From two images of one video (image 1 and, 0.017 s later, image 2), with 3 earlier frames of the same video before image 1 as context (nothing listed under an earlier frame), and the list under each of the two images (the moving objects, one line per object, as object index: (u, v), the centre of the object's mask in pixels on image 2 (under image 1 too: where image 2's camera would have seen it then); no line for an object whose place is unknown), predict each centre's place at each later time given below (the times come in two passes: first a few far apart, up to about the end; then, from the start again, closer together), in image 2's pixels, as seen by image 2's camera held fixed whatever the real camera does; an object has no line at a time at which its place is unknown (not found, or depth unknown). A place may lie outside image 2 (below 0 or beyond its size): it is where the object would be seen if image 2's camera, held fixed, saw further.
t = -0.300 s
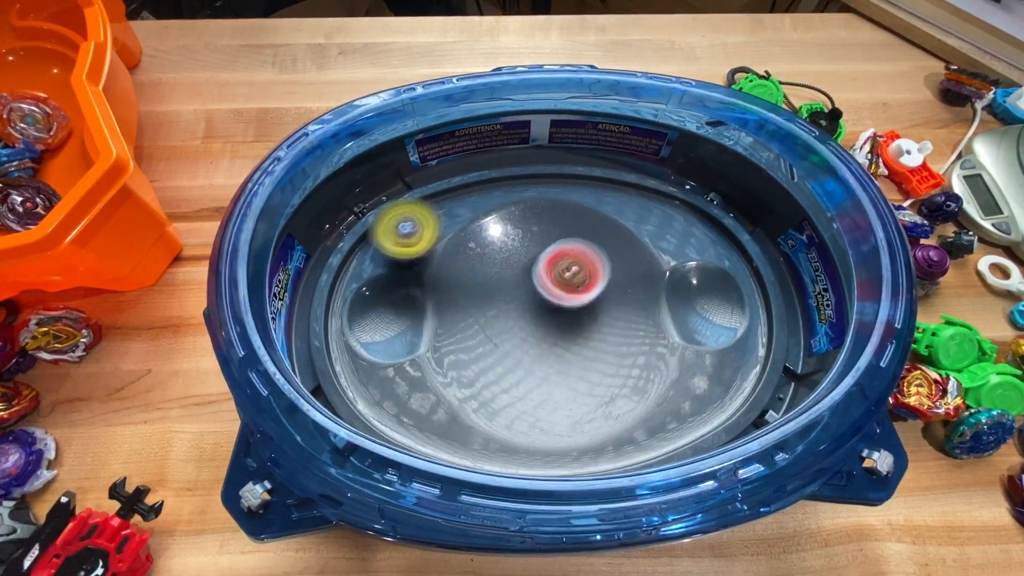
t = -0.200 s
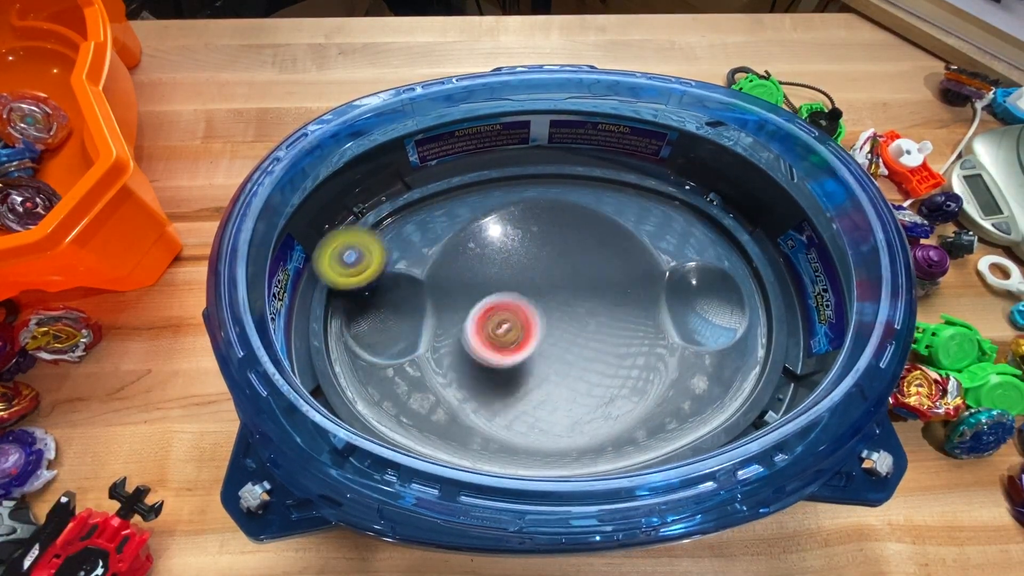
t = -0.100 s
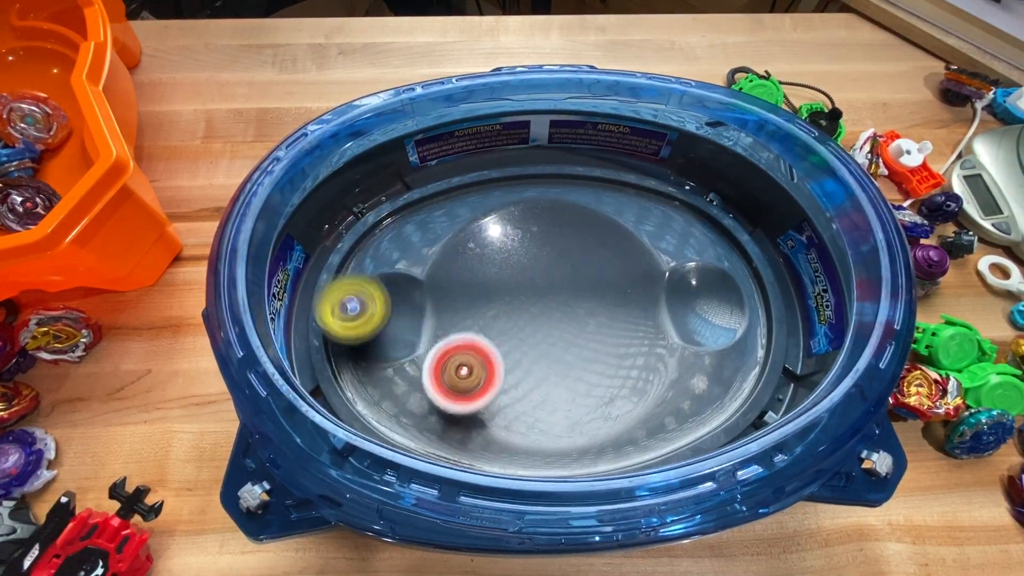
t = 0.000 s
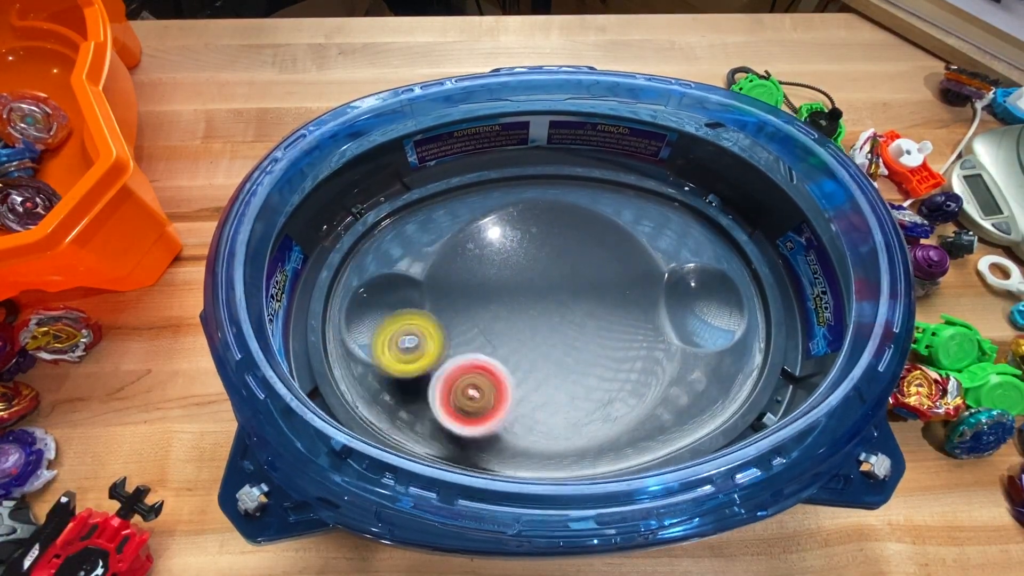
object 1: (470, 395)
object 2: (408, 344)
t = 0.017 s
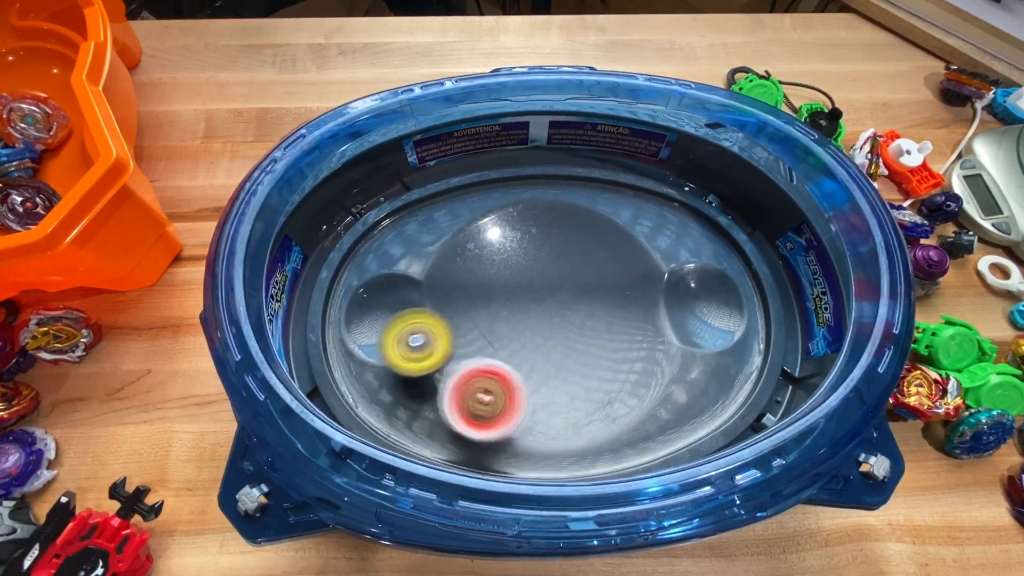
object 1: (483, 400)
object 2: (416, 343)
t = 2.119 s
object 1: (756, 331)
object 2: (576, 312)
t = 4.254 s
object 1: (539, 343)
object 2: (611, 263)
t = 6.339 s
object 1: (528, 281)
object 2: (538, 343)
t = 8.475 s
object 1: (575, 348)
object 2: (513, 291)
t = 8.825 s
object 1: (529, 328)
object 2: (528, 278)
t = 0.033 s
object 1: (497, 404)
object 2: (424, 341)
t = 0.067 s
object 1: (527, 408)
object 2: (443, 339)
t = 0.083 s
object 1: (542, 407)
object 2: (453, 338)
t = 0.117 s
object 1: (575, 400)
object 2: (476, 336)
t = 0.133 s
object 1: (591, 394)
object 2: (488, 335)
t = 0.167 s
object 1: (617, 377)
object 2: (513, 331)
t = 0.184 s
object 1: (629, 365)
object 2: (526, 329)
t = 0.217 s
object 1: (647, 341)
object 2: (550, 323)
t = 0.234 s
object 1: (654, 328)
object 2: (562, 319)
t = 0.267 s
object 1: (661, 302)
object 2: (583, 310)
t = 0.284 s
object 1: (662, 289)
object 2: (591, 305)
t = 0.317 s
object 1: (661, 264)
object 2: (605, 295)
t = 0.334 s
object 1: (660, 250)
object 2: (611, 290)
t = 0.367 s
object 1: (654, 226)
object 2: (617, 279)
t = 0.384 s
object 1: (650, 216)
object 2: (618, 274)
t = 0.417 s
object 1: (640, 196)
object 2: (618, 264)
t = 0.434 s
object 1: (634, 188)
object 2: (616, 259)
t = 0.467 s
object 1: (622, 173)
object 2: (610, 251)
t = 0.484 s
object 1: (616, 165)
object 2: (605, 248)
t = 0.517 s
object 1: (600, 163)
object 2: (595, 242)
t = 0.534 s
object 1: (592, 167)
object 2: (588, 239)
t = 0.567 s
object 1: (574, 171)
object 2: (574, 237)
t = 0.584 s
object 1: (566, 172)
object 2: (567, 236)
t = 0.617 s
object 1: (552, 172)
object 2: (549, 241)
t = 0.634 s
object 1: (544, 175)
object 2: (541, 243)
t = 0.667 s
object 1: (531, 176)
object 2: (524, 249)
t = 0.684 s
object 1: (523, 177)
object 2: (516, 252)
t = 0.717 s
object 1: (510, 180)
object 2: (504, 260)
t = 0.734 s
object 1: (502, 181)
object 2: (499, 265)
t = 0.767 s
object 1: (488, 184)
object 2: (491, 276)
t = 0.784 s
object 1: (480, 184)
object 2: (489, 282)
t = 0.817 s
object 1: (467, 185)
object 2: (489, 295)
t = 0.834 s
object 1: (460, 186)
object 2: (490, 301)
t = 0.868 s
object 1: (446, 187)
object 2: (495, 315)
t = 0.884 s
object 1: (439, 188)
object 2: (500, 322)
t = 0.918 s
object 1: (425, 192)
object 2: (511, 334)
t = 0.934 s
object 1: (418, 194)
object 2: (517, 339)
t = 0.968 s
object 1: (405, 200)
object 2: (533, 348)
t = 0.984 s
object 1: (399, 204)
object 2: (541, 351)
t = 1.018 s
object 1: (386, 213)
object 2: (558, 354)
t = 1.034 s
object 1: (381, 218)
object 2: (567, 355)
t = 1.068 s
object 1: (371, 227)
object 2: (584, 352)
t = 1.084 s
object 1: (366, 232)
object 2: (592, 350)
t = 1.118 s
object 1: (361, 240)
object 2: (606, 342)
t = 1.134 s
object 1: (359, 244)
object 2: (611, 337)
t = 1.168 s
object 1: (358, 252)
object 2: (621, 325)
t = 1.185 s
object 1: (359, 256)
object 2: (624, 318)
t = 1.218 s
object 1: (362, 263)
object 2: (627, 305)
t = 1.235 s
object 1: (364, 268)
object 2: (627, 298)
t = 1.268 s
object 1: (371, 282)
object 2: (625, 284)
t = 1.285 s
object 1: (374, 290)
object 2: (622, 278)
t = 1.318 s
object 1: (384, 309)
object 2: (615, 266)
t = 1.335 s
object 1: (388, 317)
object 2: (610, 261)
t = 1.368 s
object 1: (397, 328)
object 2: (598, 253)
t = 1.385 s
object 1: (402, 332)
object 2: (591, 250)
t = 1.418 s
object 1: (411, 337)
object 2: (576, 246)
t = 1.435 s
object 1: (416, 339)
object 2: (568, 245)
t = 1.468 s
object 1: (430, 342)
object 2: (552, 246)
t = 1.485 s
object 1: (439, 344)
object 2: (544, 248)
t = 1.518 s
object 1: (461, 346)
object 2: (529, 255)
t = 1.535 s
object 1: (474, 345)
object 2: (522, 259)
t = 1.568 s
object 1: (501, 345)
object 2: (509, 269)
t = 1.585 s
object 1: (515, 347)
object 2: (505, 274)
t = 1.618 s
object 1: (539, 373)
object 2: (503, 263)
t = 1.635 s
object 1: (552, 385)
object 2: (502, 255)
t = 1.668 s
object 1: (581, 408)
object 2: (500, 245)
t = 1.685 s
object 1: (597, 415)
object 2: (501, 242)
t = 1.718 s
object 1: (622, 425)
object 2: (502, 239)
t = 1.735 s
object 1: (636, 429)
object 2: (503, 239)
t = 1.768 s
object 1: (658, 432)
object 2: (505, 241)
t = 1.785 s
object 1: (668, 433)
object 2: (507, 243)
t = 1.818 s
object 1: (687, 429)
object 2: (511, 250)
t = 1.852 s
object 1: (702, 421)
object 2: (514, 257)
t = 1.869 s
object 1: (710, 415)
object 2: (517, 263)
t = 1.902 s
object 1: (723, 401)
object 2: (521, 271)
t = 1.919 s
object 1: (729, 395)
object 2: (525, 276)
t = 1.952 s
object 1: (740, 382)
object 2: (531, 284)
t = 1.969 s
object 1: (744, 375)
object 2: (536, 288)
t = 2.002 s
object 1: (751, 364)
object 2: (544, 296)
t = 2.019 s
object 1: (754, 359)
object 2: (548, 298)
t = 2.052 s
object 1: (757, 350)
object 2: (558, 305)
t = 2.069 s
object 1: (757, 345)
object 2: (562, 307)
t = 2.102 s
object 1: (757, 336)
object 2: (573, 311)
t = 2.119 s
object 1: (756, 331)
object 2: (576, 312)
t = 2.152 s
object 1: (752, 322)
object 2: (586, 314)
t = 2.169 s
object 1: (748, 317)
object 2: (589, 315)
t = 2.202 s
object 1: (737, 305)
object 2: (596, 314)
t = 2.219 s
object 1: (730, 297)
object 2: (600, 314)
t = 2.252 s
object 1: (716, 282)
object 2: (605, 312)
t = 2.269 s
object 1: (708, 276)
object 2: (608, 311)
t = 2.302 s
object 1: (694, 265)
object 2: (611, 309)
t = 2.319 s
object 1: (688, 261)
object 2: (613, 308)
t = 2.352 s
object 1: (675, 258)
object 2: (613, 306)
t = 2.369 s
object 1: (670, 259)
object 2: (613, 304)
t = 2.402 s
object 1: (663, 259)
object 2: (604, 304)
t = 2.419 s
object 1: (658, 259)
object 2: (598, 304)
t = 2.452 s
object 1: (646, 260)
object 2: (586, 305)
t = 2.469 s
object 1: (638, 261)
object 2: (580, 306)
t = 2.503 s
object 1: (637, 260)
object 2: (554, 309)
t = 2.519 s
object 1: (638, 258)
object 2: (539, 311)
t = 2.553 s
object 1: (635, 259)
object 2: (513, 316)
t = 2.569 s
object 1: (632, 260)
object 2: (501, 319)
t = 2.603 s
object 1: (624, 263)
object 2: (480, 325)
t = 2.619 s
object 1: (619, 265)
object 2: (471, 327)
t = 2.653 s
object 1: (606, 270)
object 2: (457, 333)
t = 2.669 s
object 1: (599, 274)
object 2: (450, 337)
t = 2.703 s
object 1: (584, 281)
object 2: (443, 343)
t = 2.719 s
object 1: (576, 285)
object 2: (440, 347)
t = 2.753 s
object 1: (560, 293)
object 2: (439, 353)
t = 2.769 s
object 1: (552, 297)
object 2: (441, 355)
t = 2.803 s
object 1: (537, 305)
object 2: (447, 359)
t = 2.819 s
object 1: (531, 310)
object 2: (451, 361)
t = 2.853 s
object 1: (518, 317)
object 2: (462, 363)
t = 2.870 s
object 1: (515, 320)
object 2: (468, 363)
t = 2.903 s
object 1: (525, 313)
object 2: (463, 373)
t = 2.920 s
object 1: (535, 307)
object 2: (458, 379)
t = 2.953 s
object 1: (555, 298)
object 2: (452, 388)
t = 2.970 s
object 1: (564, 293)
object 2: (448, 392)
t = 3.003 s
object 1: (581, 286)
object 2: (441, 397)
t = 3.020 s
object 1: (588, 283)
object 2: (439, 401)
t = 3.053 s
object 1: (601, 280)
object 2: (431, 404)
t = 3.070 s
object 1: (605, 278)
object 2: (427, 406)
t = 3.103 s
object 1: (609, 277)
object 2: (419, 407)
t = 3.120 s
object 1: (609, 277)
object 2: (414, 406)
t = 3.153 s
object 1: (608, 276)
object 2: (405, 404)
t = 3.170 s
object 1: (606, 276)
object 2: (402, 402)
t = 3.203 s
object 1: (600, 277)
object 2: (394, 396)
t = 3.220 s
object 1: (596, 279)
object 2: (390, 393)
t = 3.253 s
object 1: (589, 285)
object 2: (386, 385)
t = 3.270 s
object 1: (585, 288)
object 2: (383, 379)
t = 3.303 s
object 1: (577, 296)
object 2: (380, 369)
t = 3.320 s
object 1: (573, 300)
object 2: (379, 363)
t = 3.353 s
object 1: (566, 309)
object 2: (377, 351)
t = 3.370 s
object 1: (562, 314)
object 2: (376, 345)
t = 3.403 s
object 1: (556, 323)
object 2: (379, 332)
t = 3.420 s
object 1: (553, 327)
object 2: (382, 324)
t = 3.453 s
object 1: (548, 334)
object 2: (391, 309)
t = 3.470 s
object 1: (545, 337)
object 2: (395, 302)
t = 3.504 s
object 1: (541, 343)
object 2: (400, 288)
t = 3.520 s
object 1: (539, 345)
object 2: (401, 282)
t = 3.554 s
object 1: (538, 348)
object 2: (403, 272)
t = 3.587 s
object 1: (537, 349)
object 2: (402, 264)
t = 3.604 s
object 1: (537, 350)
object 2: (401, 261)
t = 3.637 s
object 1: (538, 350)
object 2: (403, 255)
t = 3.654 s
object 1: (539, 349)
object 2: (406, 249)
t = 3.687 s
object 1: (541, 347)
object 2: (416, 240)
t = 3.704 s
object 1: (542, 345)
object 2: (419, 238)
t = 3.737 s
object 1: (544, 342)
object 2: (428, 232)
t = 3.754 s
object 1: (545, 340)
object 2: (434, 229)
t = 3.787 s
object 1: (547, 336)
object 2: (445, 224)
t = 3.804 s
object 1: (547, 334)
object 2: (451, 224)
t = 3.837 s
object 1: (548, 329)
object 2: (463, 223)
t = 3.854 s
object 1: (548, 326)
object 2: (470, 225)
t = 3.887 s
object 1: (547, 321)
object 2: (485, 232)
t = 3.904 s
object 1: (546, 318)
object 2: (491, 237)
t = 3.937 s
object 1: (545, 314)
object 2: (506, 248)
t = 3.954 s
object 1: (544, 312)
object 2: (515, 253)
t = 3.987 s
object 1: (546, 326)
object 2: (532, 248)
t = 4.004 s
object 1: (547, 334)
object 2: (540, 245)
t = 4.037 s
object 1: (547, 349)
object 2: (552, 241)
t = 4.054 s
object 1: (547, 355)
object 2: (559, 240)
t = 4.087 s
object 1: (547, 363)
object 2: (571, 239)
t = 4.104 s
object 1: (547, 366)
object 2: (577, 240)
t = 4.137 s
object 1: (545, 366)
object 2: (588, 242)
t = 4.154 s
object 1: (545, 366)
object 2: (592, 244)
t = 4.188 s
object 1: (544, 360)
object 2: (600, 249)
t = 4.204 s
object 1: (543, 357)
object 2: (603, 251)
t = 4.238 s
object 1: (541, 348)
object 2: (608, 259)
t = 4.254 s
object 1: (539, 343)
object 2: (611, 263)
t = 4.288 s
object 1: (538, 333)
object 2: (613, 272)
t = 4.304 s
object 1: (536, 327)
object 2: (613, 277)
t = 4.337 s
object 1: (535, 317)
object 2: (613, 286)
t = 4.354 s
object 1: (534, 311)
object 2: (613, 291)
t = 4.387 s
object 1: (533, 302)
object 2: (610, 301)
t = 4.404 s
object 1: (532, 298)
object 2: (608, 306)
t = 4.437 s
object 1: (532, 291)
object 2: (604, 314)
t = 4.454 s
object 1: (533, 287)
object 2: (601, 319)
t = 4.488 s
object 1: (532, 282)
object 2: (596, 326)
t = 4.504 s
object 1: (533, 280)
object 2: (593, 330)
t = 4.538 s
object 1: (533, 277)
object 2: (587, 337)
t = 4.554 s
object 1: (534, 276)
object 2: (583, 339)
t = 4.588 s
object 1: (535, 275)
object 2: (577, 344)
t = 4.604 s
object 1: (535, 275)
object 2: (574, 346)
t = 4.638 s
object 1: (536, 276)
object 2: (568, 348)
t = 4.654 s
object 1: (537, 277)
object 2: (565, 349)
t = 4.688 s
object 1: (539, 279)
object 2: (560, 349)
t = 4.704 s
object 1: (540, 280)
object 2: (558, 349)
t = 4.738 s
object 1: (543, 280)
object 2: (551, 354)
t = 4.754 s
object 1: (544, 277)
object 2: (550, 357)
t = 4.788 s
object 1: (547, 272)
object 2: (548, 367)
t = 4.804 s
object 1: (548, 269)
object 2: (547, 370)
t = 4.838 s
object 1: (551, 266)
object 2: (546, 375)
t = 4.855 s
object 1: (552, 265)
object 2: (546, 377)
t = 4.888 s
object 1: (555, 266)
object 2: (547, 379)
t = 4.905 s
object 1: (555, 266)
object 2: (547, 379)
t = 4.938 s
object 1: (557, 269)
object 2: (549, 377)
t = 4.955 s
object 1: (557, 270)
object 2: (550, 376)
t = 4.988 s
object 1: (559, 275)
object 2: (552, 372)
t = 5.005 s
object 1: (559, 278)
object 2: (553, 370)
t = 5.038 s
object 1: (560, 284)
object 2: (552, 365)
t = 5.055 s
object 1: (560, 288)
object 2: (553, 361)
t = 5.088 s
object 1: (562, 291)
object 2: (549, 359)
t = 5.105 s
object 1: (564, 290)
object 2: (548, 360)
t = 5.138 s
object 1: (567, 288)
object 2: (546, 358)
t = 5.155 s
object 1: (568, 288)
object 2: (543, 358)
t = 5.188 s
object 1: (572, 287)
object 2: (540, 356)
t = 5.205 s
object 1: (574, 287)
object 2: (537, 354)
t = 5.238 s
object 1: (576, 287)
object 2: (533, 351)
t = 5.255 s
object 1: (578, 289)
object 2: (531, 348)
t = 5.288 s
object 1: (580, 292)
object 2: (526, 343)
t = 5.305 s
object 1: (582, 294)
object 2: (524, 340)
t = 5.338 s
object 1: (583, 300)
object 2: (520, 331)
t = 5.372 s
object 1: (587, 303)
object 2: (513, 324)
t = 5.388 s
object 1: (588, 304)
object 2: (511, 321)
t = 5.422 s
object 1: (590, 306)
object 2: (509, 314)
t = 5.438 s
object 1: (590, 309)
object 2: (508, 310)
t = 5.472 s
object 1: (590, 311)
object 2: (508, 304)
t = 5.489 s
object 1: (590, 313)
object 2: (508, 300)
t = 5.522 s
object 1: (588, 316)
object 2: (511, 294)
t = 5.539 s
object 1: (587, 317)
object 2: (512, 291)
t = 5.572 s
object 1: (582, 320)
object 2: (516, 286)
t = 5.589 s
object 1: (580, 321)
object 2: (517, 283)
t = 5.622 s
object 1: (574, 324)
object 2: (522, 279)
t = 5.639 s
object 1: (571, 326)
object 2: (525, 277)
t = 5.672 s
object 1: (565, 333)
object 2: (529, 273)
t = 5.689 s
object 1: (563, 336)
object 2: (533, 269)
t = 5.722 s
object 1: (557, 341)
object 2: (541, 268)
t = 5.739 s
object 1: (555, 342)
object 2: (544, 269)
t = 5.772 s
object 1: (550, 344)
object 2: (550, 270)
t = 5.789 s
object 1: (547, 345)
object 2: (554, 271)
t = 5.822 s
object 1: (542, 344)
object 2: (560, 274)
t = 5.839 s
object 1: (540, 345)
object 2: (563, 276)
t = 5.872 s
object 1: (536, 342)
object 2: (569, 281)
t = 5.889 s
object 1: (534, 341)
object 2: (571, 284)
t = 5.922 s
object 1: (528, 339)
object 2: (575, 289)
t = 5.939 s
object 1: (524, 339)
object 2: (578, 291)
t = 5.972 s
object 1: (516, 338)
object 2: (584, 297)
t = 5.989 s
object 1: (511, 337)
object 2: (585, 301)
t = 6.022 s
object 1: (505, 334)
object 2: (587, 309)
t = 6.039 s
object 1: (502, 332)
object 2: (586, 312)
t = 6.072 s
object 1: (498, 328)
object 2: (586, 319)
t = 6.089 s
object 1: (496, 326)
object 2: (585, 322)
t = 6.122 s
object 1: (495, 320)
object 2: (582, 329)
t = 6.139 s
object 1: (495, 317)
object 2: (581, 332)
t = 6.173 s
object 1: (497, 310)
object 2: (576, 338)
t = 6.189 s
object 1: (498, 308)
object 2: (572, 341)
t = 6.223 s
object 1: (502, 302)
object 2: (565, 344)
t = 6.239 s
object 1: (504, 298)
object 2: (561, 345)
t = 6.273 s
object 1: (511, 292)
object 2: (553, 346)
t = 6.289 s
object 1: (515, 290)
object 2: (550, 346)
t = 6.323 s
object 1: (523, 284)
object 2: (542, 345)
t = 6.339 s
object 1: (528, 281)
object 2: (538, 343)
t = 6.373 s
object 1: (537, 277)
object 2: (531, 339)
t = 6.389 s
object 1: (542, 274)
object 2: (528, 336)
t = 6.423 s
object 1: (551, 270)
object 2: (522, 330)
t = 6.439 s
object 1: (556, 269)
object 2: (520, 327)
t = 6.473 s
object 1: (565, 268)
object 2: (517, 320)
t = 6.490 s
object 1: (569, 268)
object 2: (516, 317)
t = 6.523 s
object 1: (575, 271)
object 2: (516, 309)
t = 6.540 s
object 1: (577, 273)
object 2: (516, 306)
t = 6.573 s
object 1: (580, 279)
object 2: (518, 298)
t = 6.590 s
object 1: (580, 282)
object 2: (520, 294)
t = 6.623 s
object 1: (584, 292)
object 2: (521, 286)
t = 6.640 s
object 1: (589, 302)
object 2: (522, 282)
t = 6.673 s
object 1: (595, 312)
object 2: (526, 271)
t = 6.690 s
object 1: (597, 319)
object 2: (528, 266)
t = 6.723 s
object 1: (600, 330)
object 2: (534, 262)
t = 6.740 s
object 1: (602, 335)
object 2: (537, 259)
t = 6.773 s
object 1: (602, 344)
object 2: (544, 256)
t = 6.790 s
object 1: (602, 346)
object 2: (547, 255)
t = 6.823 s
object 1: (599, 351)
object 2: (553, 256)
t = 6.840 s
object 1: (598, 352)
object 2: (555, 256)
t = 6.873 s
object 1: (594, 351)
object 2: (562, 257)
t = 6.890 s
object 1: (590, 351)
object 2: (564, 259)
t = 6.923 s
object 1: (585, 348)
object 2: (569, 264)
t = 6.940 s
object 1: (582, 345)
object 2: (572, 266)
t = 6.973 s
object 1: (576, 339)
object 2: (576, 272)
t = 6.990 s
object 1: (574, 335)
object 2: (579, 273)
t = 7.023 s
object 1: (567, 330)
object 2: (587, 280)
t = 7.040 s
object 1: (562, 329)
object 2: (591, 284)
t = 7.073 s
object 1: (553, 325)
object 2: (599, 293)
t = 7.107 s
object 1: (539, 321)
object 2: (607, 307)
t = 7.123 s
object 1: (532, 320)
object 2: (611, 312)
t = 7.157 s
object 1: (520, 315)
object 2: (621, 319)
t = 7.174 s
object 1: (514, 313)
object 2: (626, 323)
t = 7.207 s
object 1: (507, 311)
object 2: (631, 330)
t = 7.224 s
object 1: (505, 309)
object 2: (633, 332)
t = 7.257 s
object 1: (502, 308)
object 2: (633, 337)
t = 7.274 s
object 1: (502, 307)
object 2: (632, 338)
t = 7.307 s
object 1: (502, 307)
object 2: (626, 338)
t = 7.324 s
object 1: (504, 307)
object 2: (624, 338)
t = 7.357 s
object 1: (507, 308)
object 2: (619, 336)
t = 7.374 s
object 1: (509, 309)
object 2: (616, 335)
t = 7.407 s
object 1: (514, 312)
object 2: (607, 334)
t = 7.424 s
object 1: (515, 313)
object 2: (602, 332)
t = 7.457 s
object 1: (520, 315)
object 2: (591, 331)
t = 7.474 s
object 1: (518, 312)
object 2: (586, 333)
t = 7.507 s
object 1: (514, 304)
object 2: (578, 340)
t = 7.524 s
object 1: (512, 302)
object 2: (574, 344)
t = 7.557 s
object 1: (510, 295)
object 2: (565, 347)
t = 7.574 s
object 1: (510, 292)
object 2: (562, 349)
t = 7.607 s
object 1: (511, 289)
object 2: (555, 349)
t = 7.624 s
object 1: (512, 287)
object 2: (552, 348)
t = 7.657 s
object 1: (516, 280)
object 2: (550, 353)
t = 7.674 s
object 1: (518, 276)
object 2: (551, 355)
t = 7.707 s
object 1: (525, 267)
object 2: (550, 354)
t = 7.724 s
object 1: (528, 264)
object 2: (553, 354)
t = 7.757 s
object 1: (535, 259)
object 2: (549, 349)
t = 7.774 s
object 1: (539, 259)
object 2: (546, 345)
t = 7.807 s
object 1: (546, 258)
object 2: (541, 338)
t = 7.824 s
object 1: (549, 260)
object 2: (538, 336)
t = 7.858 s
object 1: (557, 262)
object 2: (533, 332)
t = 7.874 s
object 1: (561, 266)
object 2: (532, 330)
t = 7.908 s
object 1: (566, 270)
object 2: (529, 329)
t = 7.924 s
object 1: (569, 271)
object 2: (527, 331)
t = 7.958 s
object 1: (575, 278)
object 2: (528, 336)
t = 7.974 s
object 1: (578, 280)
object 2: (528, 338)
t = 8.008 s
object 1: (582, 288)
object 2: (532, 340)
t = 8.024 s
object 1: (581, 292)
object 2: (535, 341)
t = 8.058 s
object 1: (584, 301)
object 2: (540, 341)
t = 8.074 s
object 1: (585, 305)
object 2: (542, 342)
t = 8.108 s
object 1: (589, 314)
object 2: (543, 340)
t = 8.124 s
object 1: (591, 318)
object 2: (539, 339)
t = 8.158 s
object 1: (601, 327)
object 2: (534, 337)
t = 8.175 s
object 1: (604, 330)
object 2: (532, 335)
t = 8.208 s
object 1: (609, 335)
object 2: (529, 331)
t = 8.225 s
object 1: (610, 338)
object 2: (529, 329)
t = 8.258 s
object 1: (611, 345)
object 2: (529, 325)
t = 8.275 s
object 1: (609, 346)
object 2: (530, 322)
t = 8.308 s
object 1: (604, 349)
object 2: (530, 318)
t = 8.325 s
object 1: (600, 350)
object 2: (530, 317)
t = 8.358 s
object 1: (592, 351)
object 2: (531, 313)
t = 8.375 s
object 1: (587, 351)
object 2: (531, 312)
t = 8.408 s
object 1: (580, 349)
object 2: (527, 306)
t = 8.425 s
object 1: (580, 350)
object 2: (524, 301)
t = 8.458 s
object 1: (576, 349)
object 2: (516, 293)
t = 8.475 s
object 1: (575, 348)
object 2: (513, 291)
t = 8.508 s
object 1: (569, 344)
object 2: (509, 289)
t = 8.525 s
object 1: (565, 342)
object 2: (509, 288)
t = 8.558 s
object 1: (559, 338)
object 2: (509, 289)
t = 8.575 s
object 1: (556, 337)
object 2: (509, 288)
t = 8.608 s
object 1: (551, 339)
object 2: (508, 283)
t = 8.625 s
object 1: (548, 338)
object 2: (509, 282)
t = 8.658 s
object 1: (543, 339)
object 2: (512, 280)
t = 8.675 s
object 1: (541, 337)
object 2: (513, 280)
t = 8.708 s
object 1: (538, 337)
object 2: (517, 279)
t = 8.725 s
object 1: (536, 336)
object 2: (518, 279)
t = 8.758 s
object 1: (533, 333)
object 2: (522, 278)
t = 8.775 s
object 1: (531, 332)
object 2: (523, 278)
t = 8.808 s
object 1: (530, 330)
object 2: (527, 277)
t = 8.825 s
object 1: (529, 328)
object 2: (528, 278)
